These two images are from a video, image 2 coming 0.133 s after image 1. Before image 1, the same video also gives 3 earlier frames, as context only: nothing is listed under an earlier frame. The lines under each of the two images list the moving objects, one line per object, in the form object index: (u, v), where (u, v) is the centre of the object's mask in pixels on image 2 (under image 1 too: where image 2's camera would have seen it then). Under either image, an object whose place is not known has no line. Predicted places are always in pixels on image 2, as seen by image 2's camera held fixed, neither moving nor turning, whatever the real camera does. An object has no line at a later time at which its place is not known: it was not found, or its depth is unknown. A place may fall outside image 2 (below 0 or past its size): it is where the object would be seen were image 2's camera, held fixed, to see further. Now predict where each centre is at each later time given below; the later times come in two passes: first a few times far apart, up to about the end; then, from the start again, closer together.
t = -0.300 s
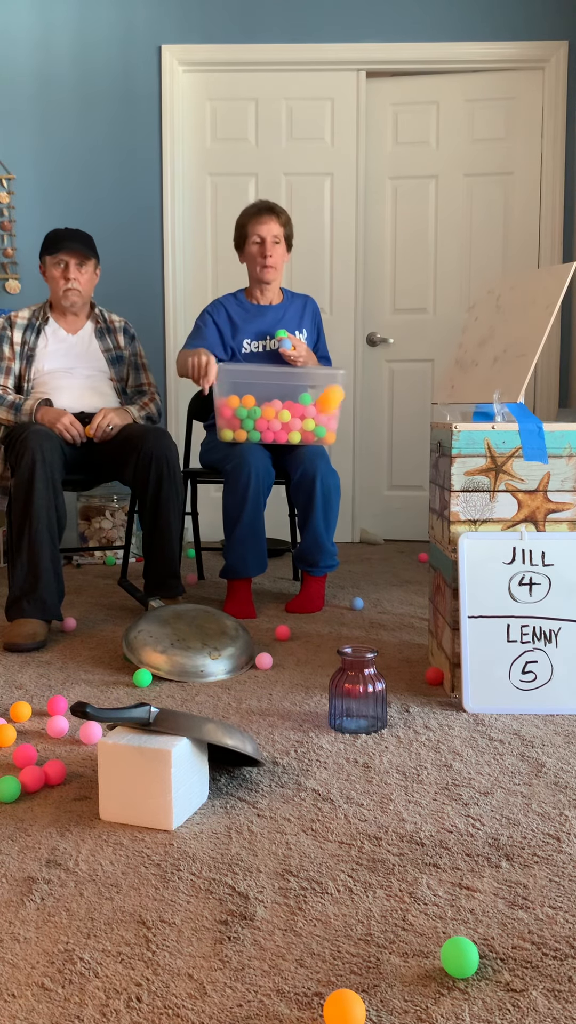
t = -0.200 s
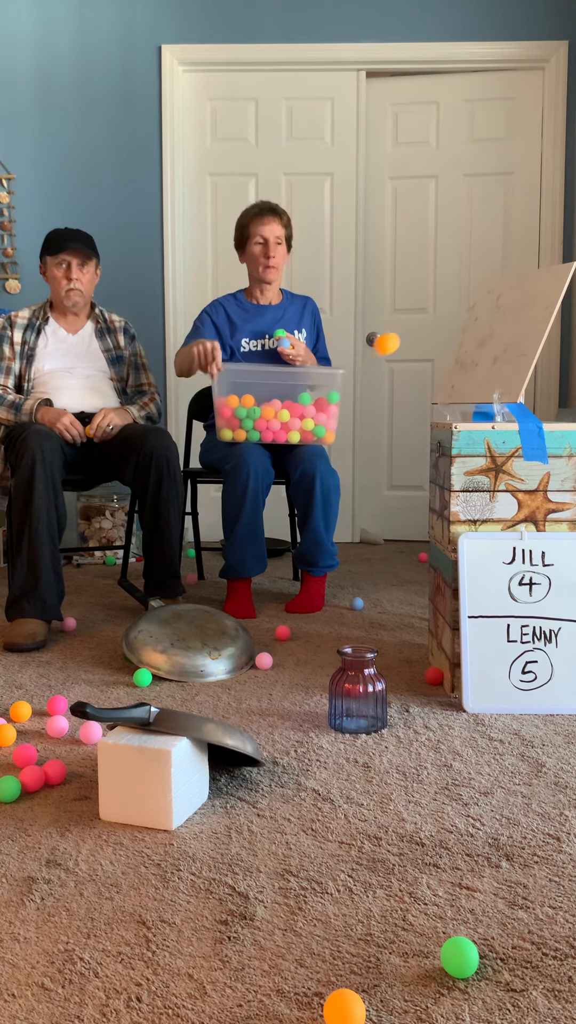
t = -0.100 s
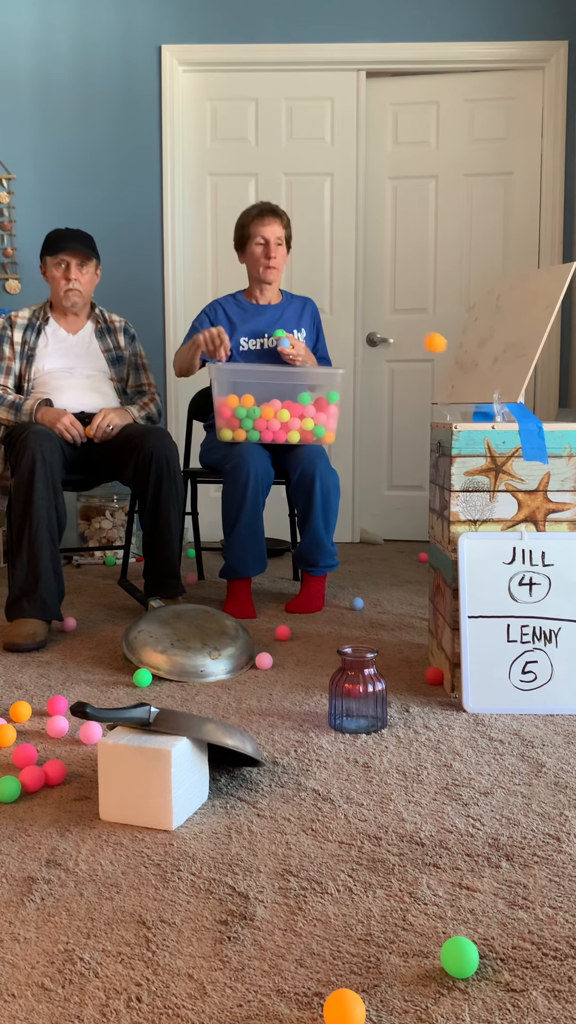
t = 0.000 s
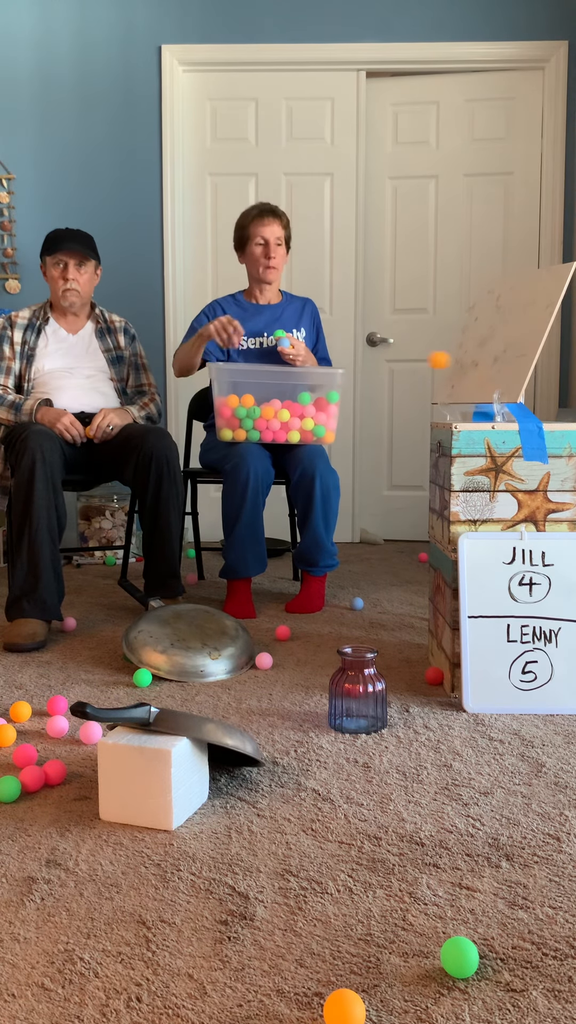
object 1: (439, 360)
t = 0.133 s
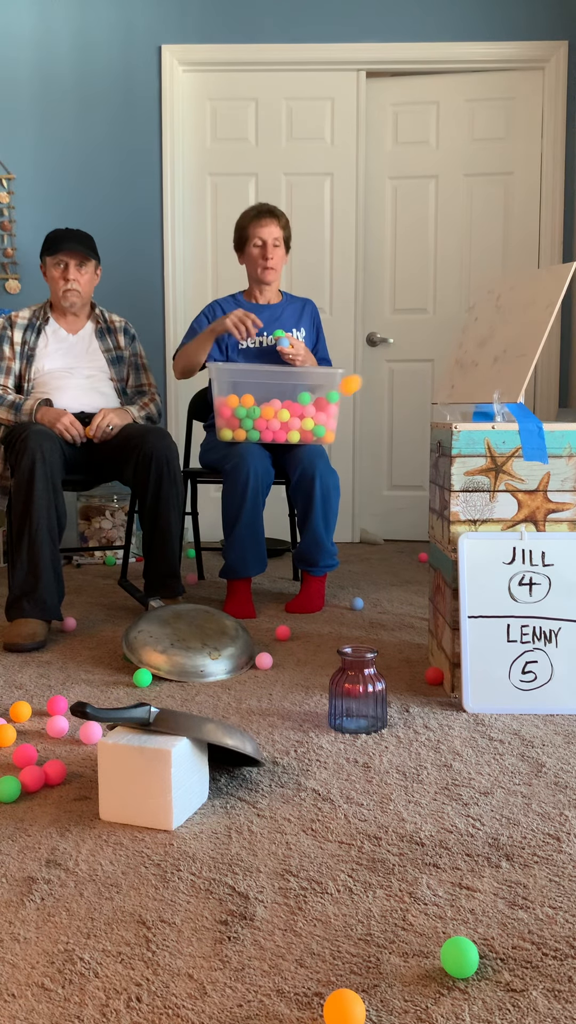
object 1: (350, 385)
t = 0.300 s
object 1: (243, 523)
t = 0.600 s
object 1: (169, 523)
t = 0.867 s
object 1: (114, 684)
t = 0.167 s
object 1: (328, 403)
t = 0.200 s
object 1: (307, 427)
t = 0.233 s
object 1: (284, 455)
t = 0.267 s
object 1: (263, 487)
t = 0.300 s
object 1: (243, 523)
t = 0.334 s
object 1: (223, 563)
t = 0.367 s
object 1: (203, 607)
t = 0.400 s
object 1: (190, 624)
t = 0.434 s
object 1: (187, 595)
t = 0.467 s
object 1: (184, 572)
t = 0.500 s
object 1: (180, 552)
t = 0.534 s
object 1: (177, 538)
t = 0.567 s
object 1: (173, 528)
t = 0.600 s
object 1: (169, 523)
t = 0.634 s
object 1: (165, 524)
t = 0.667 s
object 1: (160, 532)
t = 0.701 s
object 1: (155, 547)
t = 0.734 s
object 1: (151, 568)
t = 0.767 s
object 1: (146, 597)
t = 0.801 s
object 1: (140, 634)
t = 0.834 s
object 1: (135, 680)
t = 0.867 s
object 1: (114, 684)
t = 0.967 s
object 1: (20, 669)
